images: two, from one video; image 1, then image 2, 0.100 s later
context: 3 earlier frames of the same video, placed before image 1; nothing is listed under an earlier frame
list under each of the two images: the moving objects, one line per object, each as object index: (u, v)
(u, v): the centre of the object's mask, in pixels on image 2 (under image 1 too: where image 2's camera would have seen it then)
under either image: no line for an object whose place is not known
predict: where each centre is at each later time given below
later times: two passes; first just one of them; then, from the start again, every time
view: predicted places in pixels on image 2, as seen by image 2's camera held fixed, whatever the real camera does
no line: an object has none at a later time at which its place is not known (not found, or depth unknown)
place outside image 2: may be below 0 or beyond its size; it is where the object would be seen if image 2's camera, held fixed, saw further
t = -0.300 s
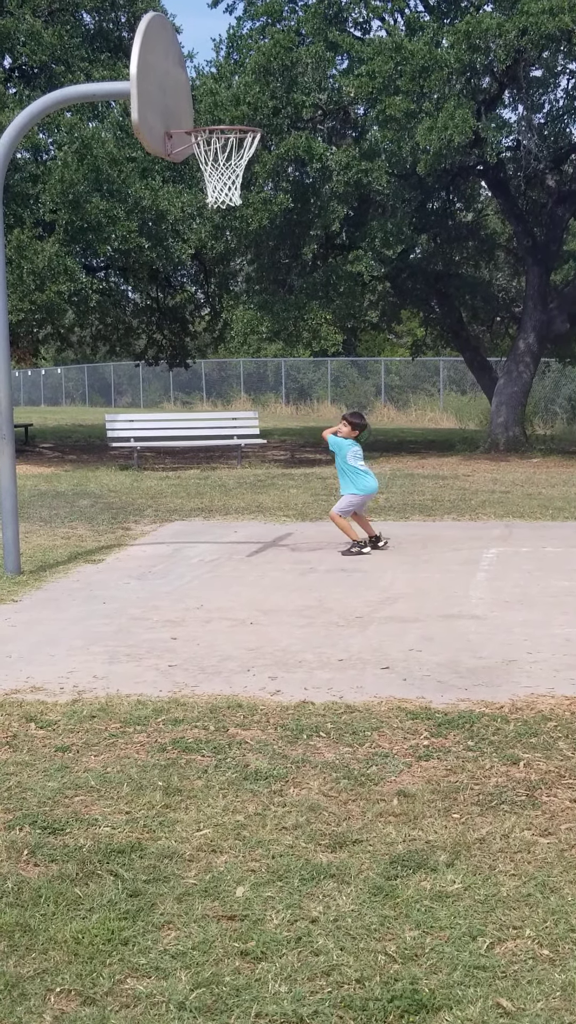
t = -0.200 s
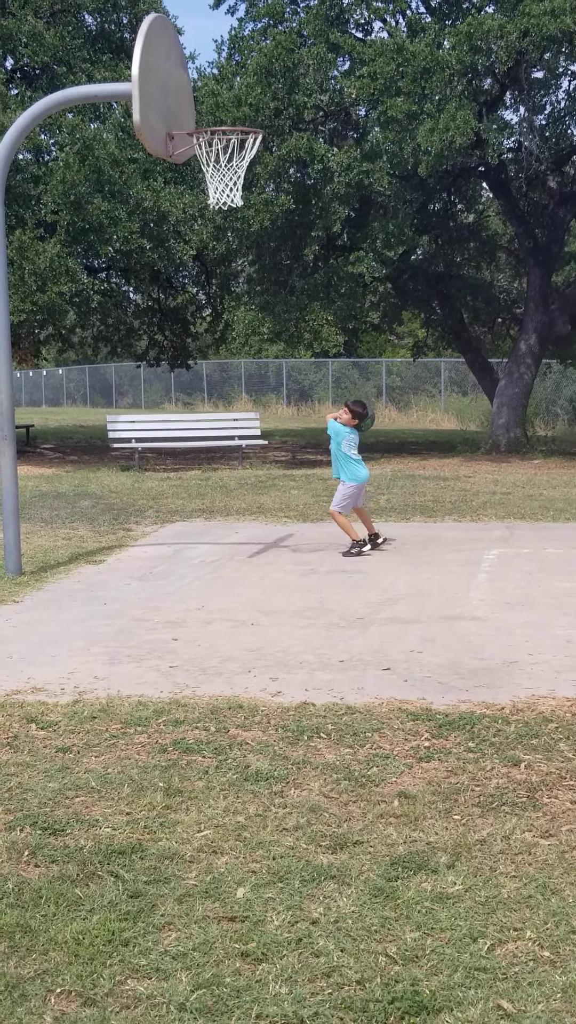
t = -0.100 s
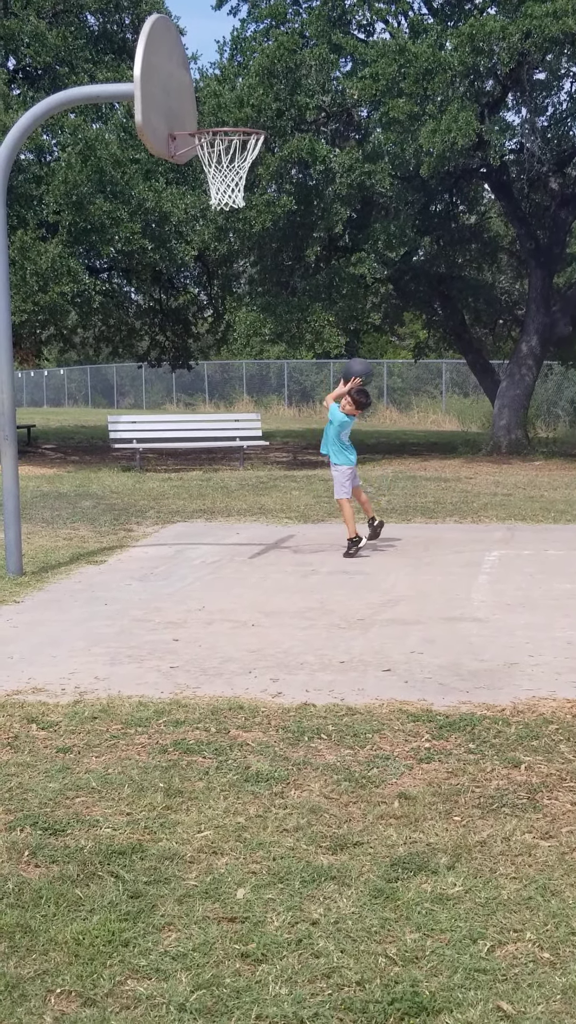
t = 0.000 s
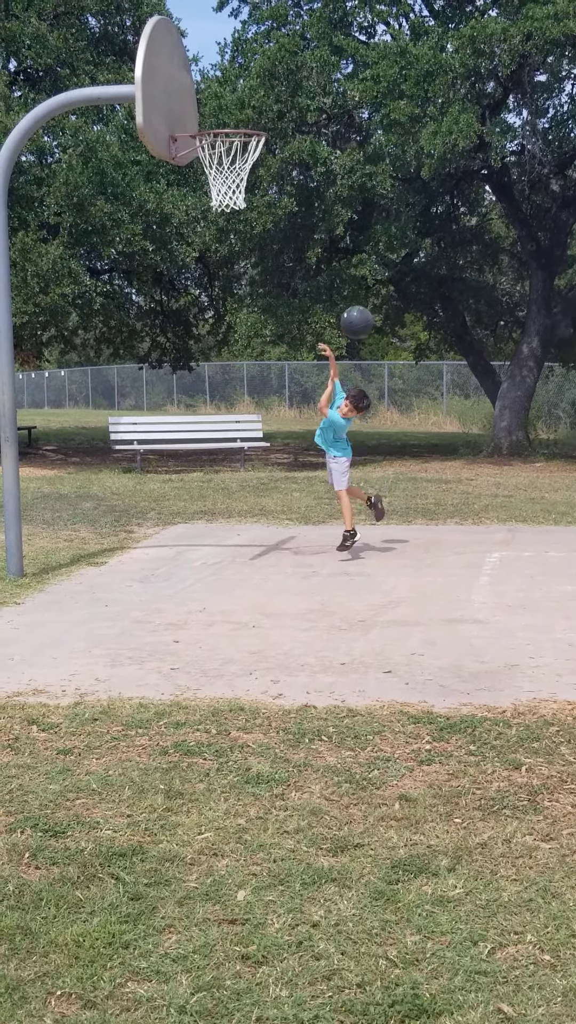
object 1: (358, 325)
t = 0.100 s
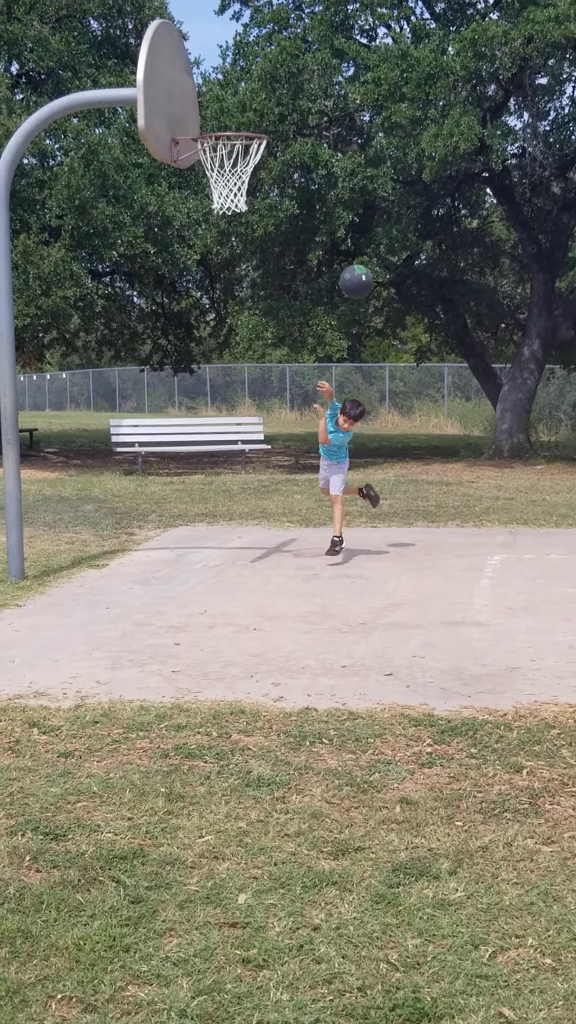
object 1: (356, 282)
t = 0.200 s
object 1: (355, 251)
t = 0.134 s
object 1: (356, 270)
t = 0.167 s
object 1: (355, 260)
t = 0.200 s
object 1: (355, 251)
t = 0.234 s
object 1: (354, 243)
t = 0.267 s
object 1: (353, 237)
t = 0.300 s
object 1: (353, 233)
